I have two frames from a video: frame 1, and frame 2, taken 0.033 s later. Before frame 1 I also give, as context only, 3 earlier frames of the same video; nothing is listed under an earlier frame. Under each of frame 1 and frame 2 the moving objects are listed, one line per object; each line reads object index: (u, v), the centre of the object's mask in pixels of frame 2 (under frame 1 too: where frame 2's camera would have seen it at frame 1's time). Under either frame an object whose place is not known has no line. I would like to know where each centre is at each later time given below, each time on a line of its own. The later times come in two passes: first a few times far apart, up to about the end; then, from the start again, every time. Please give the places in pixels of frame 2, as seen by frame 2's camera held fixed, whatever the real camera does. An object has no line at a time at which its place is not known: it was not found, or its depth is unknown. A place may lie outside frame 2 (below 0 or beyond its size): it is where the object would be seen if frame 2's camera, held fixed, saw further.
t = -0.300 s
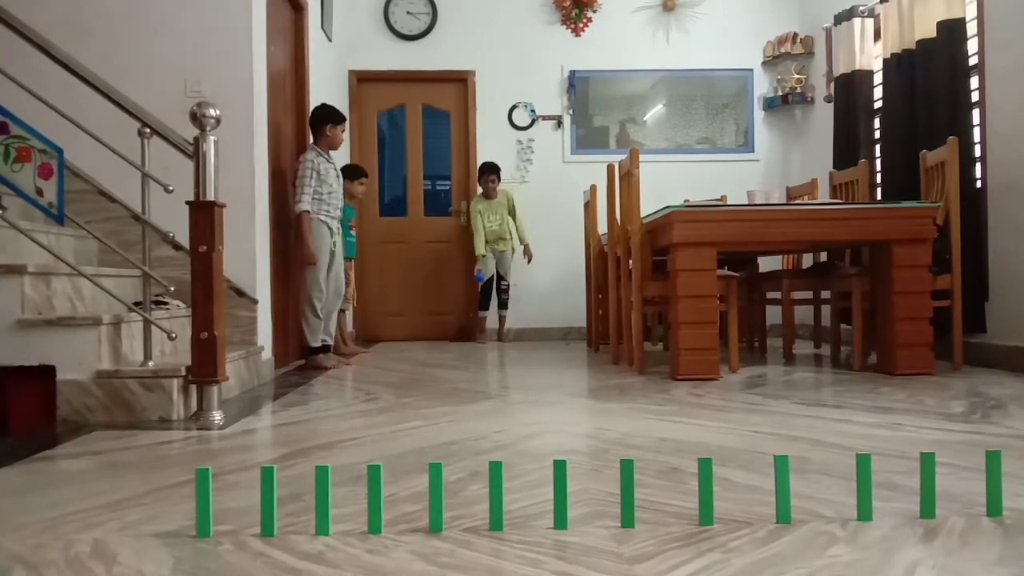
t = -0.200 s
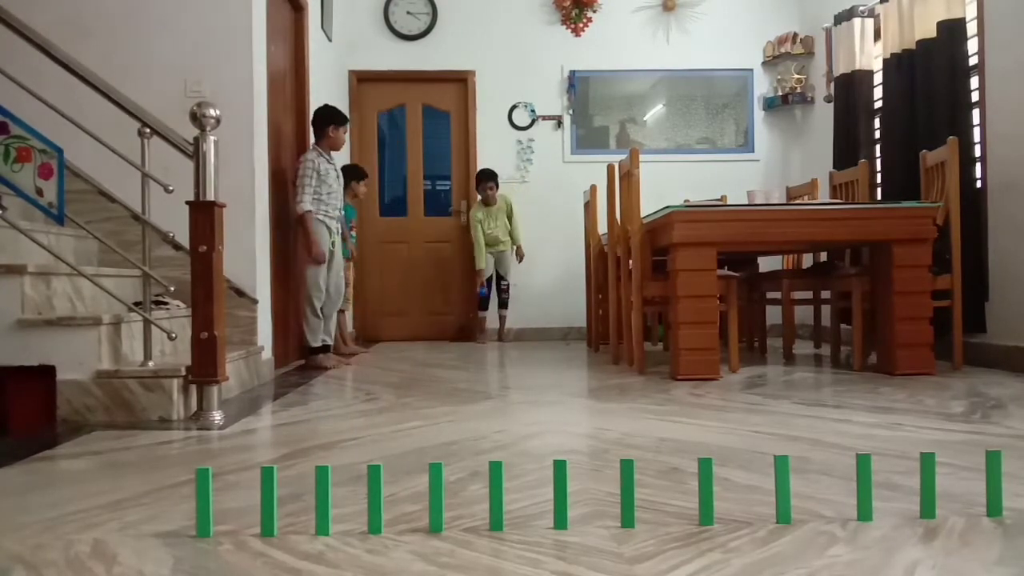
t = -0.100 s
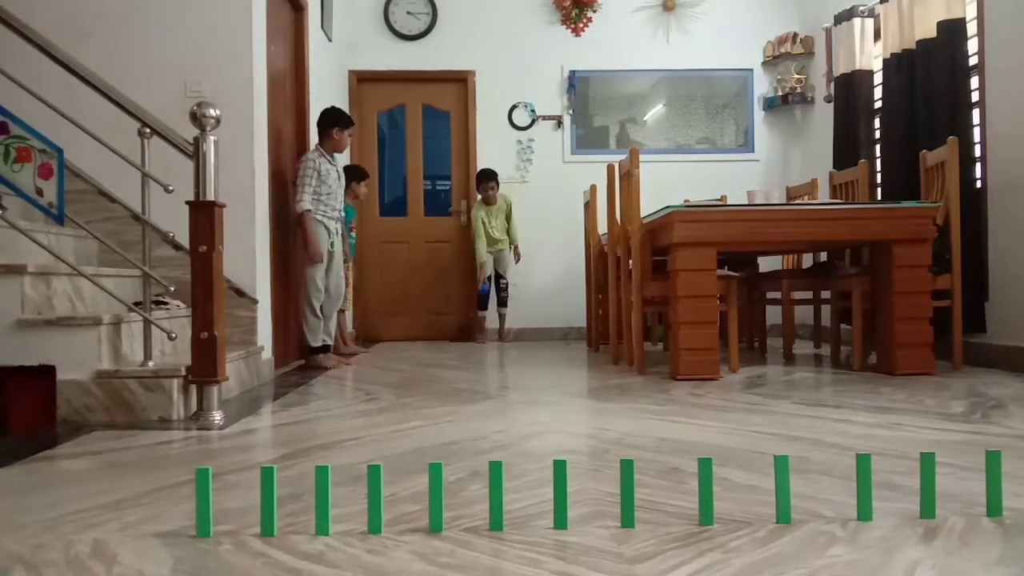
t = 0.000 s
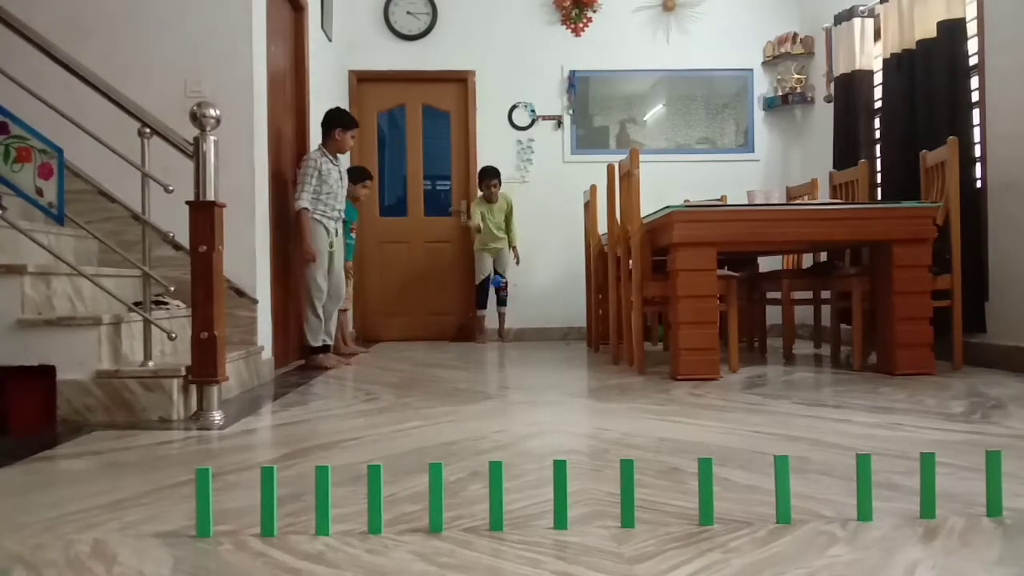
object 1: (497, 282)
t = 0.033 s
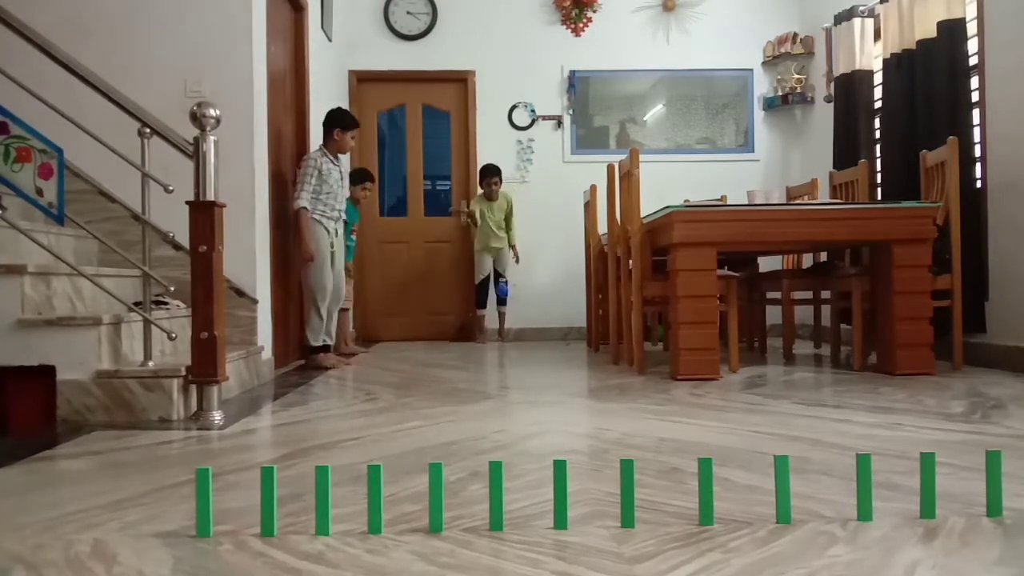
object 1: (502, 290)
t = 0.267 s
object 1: (535, 312)
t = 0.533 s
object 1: (570, 344)
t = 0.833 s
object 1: (623, 403)
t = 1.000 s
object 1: (670, 447)
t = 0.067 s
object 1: (504, 298)
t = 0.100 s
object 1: (512, 320)
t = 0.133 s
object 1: (519, 352)
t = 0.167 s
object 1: (524, 342)
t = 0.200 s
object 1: (528, 323)
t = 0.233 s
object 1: (530, 317)
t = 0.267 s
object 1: (535, 312)
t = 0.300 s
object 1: (539, 315)
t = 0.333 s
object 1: (545, 328)
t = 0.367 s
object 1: (548, 338)
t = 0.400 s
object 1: (554, 367)
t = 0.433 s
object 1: (558, 359)
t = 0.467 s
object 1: (563, 345)
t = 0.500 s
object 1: (567, 342)
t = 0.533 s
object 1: (570, 344)
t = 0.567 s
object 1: (575, 357)
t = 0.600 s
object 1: (581, 383)
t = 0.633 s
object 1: (587, 379)
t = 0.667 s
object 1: (590, 376)
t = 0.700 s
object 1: (597, 378)
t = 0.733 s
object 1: (605, 395)
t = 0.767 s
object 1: (613, 399)
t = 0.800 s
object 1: (619, 398)
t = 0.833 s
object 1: (623, 403)
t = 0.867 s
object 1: (631, 421)
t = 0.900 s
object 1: (641, 421)
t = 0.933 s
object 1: (653, 433)
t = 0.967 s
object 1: (658, 433)
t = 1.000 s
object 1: (670, 447)
